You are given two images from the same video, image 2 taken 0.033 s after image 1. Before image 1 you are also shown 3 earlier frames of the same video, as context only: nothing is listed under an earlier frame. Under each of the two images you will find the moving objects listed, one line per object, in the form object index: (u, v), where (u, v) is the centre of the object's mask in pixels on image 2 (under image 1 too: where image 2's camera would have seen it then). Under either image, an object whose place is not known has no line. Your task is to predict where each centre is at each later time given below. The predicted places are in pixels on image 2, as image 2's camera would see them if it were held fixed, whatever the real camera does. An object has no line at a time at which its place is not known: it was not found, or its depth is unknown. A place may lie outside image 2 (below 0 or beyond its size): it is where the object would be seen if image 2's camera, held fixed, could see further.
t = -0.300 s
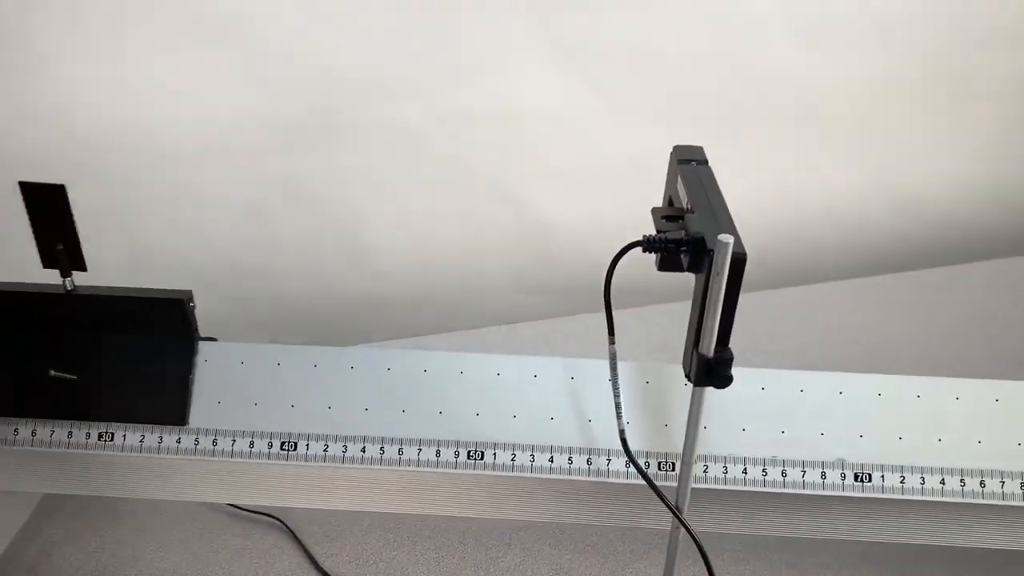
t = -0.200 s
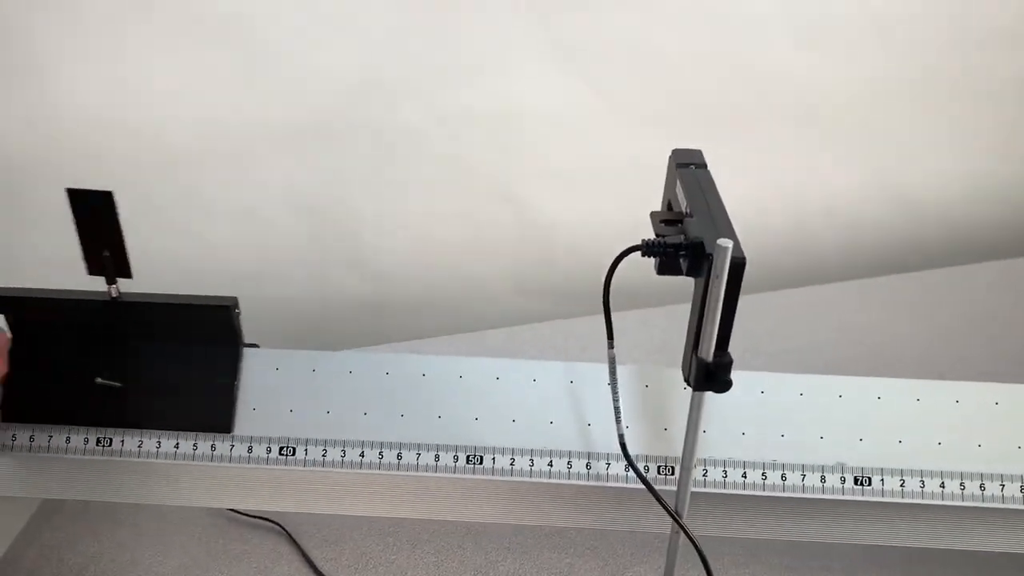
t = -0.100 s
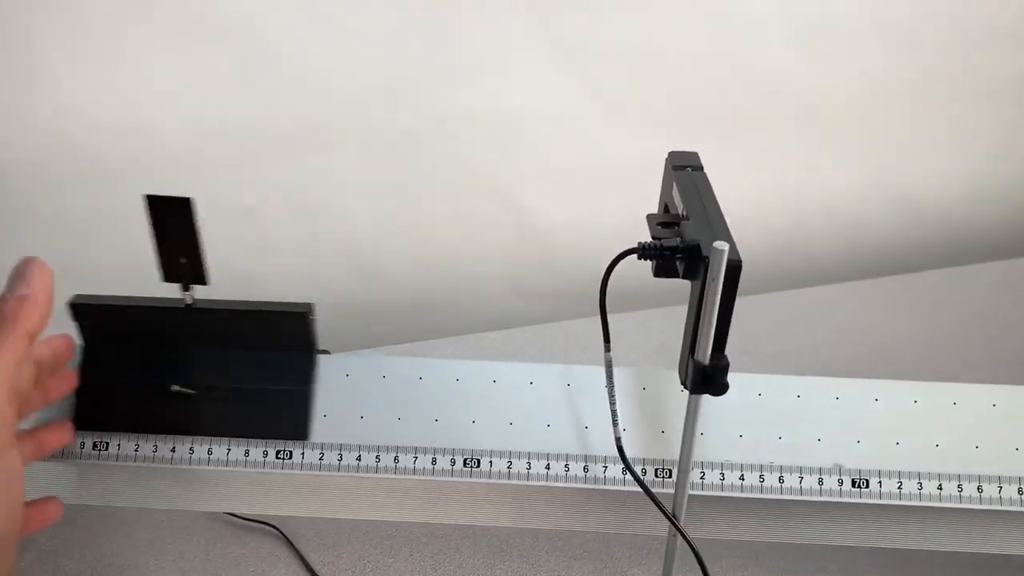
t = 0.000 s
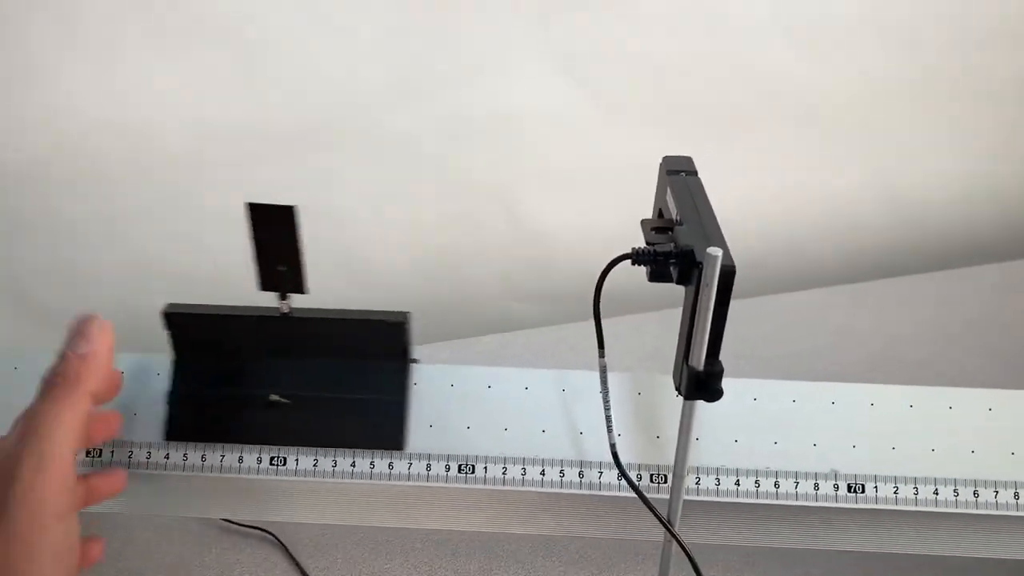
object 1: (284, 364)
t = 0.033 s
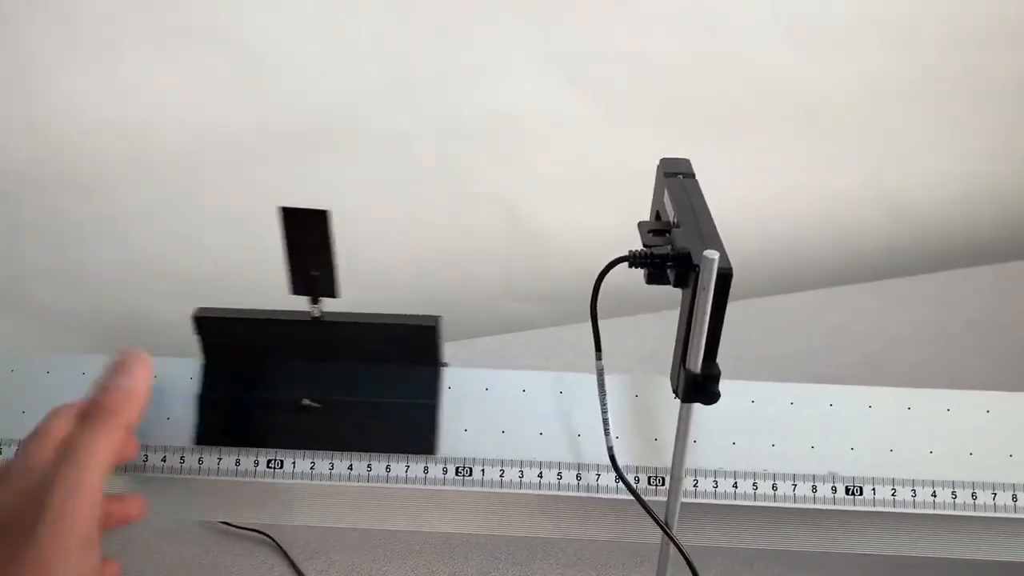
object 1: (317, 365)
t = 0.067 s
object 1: (351, 368)
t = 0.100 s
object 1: (385, 369)
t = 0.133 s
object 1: (419, 370)
